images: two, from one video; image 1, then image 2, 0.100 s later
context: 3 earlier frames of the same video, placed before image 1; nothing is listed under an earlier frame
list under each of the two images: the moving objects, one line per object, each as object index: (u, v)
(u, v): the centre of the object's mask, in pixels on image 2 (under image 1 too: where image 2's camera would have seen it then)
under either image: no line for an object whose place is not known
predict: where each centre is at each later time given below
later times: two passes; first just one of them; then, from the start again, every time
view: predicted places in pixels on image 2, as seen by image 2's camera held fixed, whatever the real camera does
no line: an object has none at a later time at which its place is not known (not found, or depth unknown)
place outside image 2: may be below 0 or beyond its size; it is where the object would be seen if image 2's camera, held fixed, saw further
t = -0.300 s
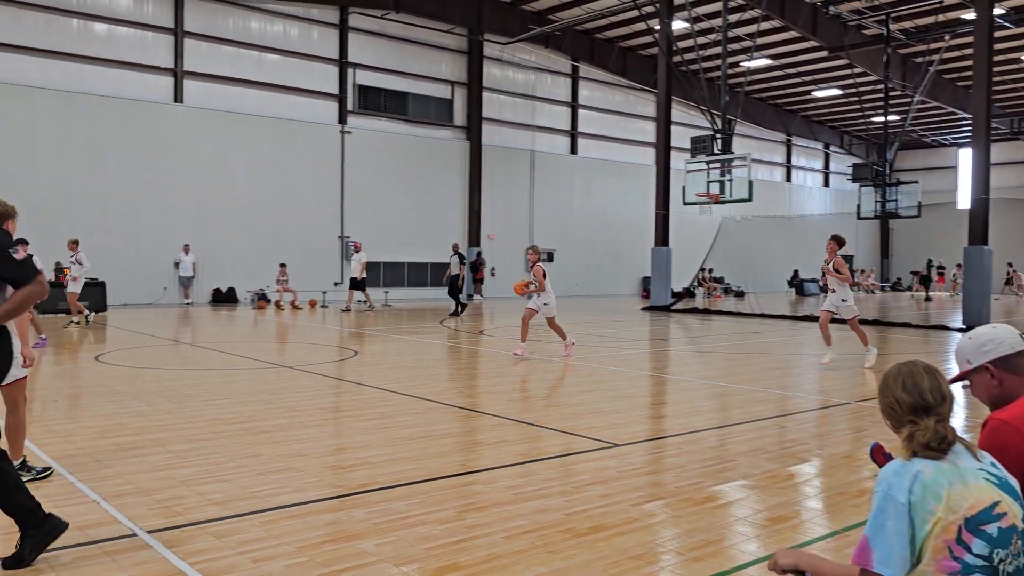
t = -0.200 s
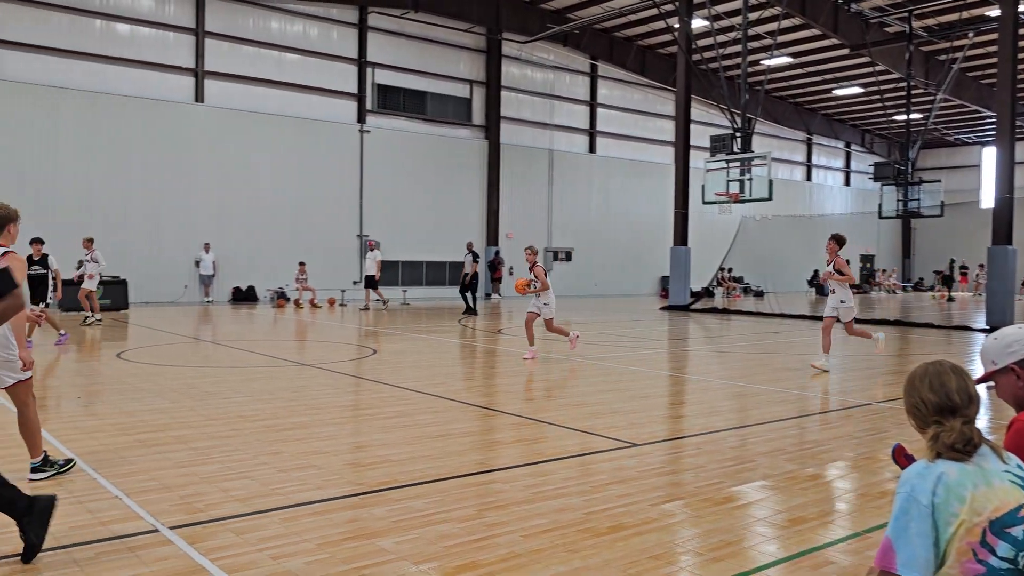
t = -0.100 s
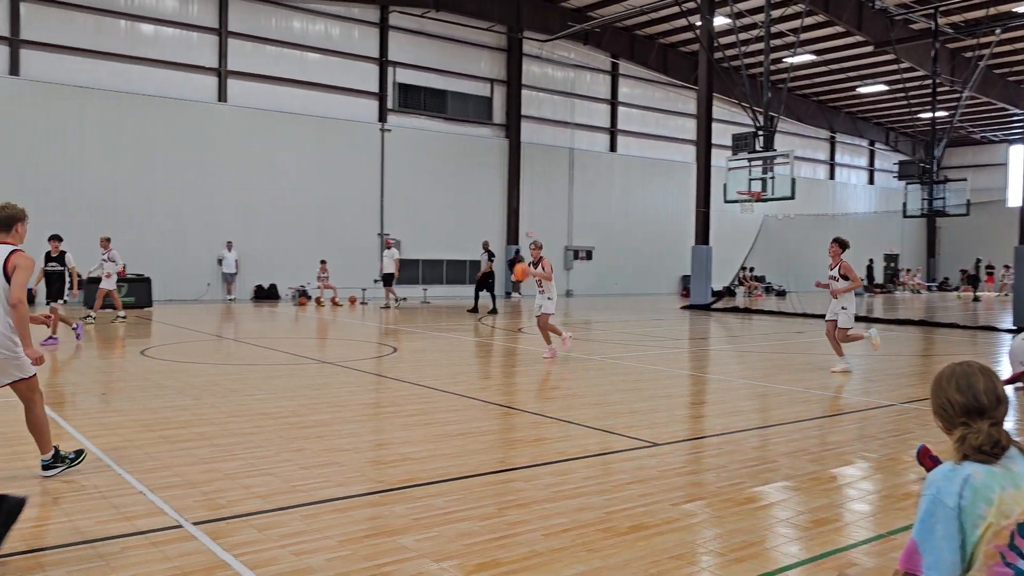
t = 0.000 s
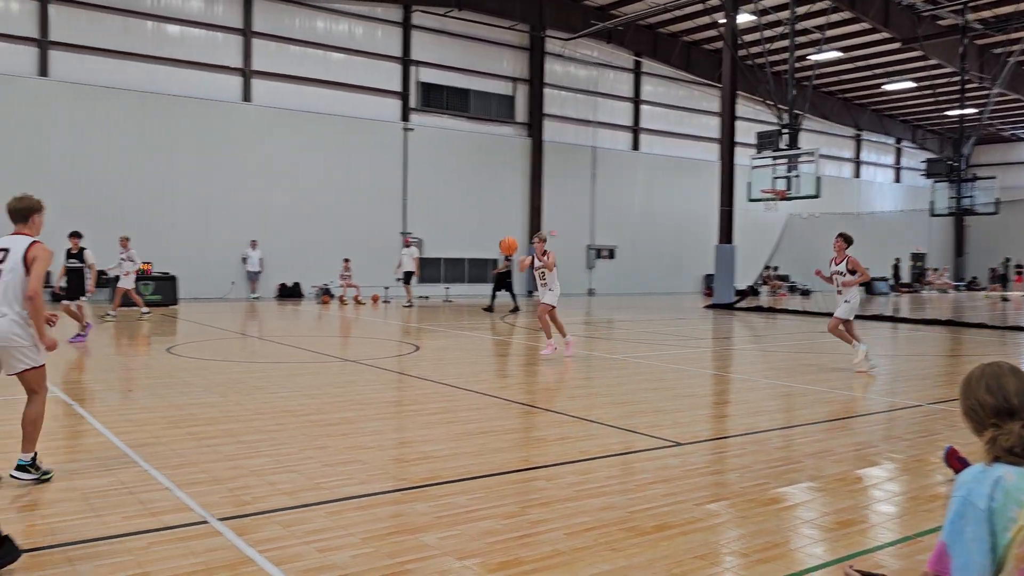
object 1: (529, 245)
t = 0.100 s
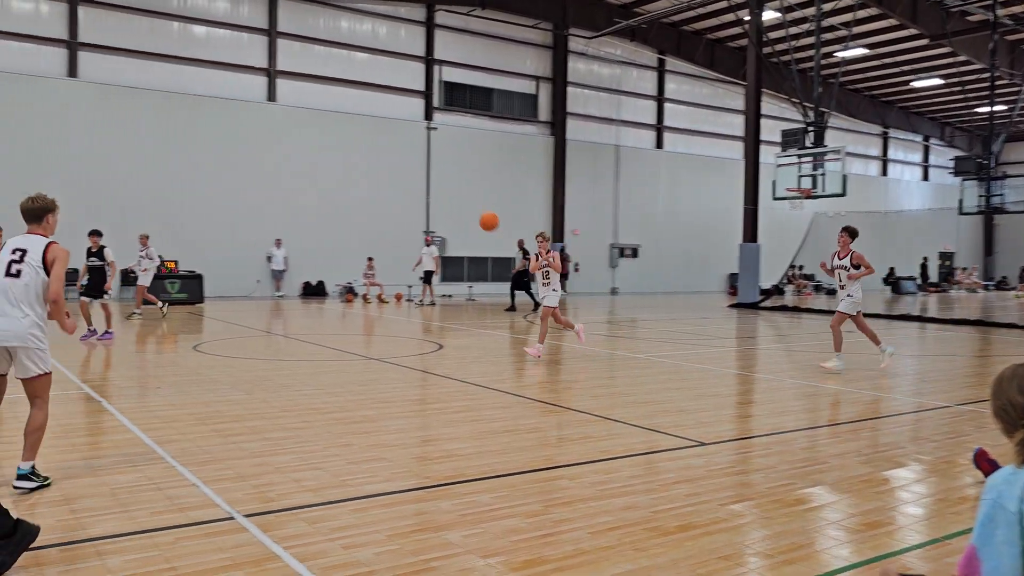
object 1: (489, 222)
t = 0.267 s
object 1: (403, 195)
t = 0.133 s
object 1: (474, 215)
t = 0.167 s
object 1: (458, 209)
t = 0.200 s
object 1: (440, 204)
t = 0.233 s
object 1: (422, 199)
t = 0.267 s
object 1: (403, 195)
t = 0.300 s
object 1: (382, 191)
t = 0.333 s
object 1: (359, 189)
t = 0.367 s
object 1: (334, 187)
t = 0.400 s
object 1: (307, 187)
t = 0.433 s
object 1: (279, 188)
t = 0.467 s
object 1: (248, 190)
